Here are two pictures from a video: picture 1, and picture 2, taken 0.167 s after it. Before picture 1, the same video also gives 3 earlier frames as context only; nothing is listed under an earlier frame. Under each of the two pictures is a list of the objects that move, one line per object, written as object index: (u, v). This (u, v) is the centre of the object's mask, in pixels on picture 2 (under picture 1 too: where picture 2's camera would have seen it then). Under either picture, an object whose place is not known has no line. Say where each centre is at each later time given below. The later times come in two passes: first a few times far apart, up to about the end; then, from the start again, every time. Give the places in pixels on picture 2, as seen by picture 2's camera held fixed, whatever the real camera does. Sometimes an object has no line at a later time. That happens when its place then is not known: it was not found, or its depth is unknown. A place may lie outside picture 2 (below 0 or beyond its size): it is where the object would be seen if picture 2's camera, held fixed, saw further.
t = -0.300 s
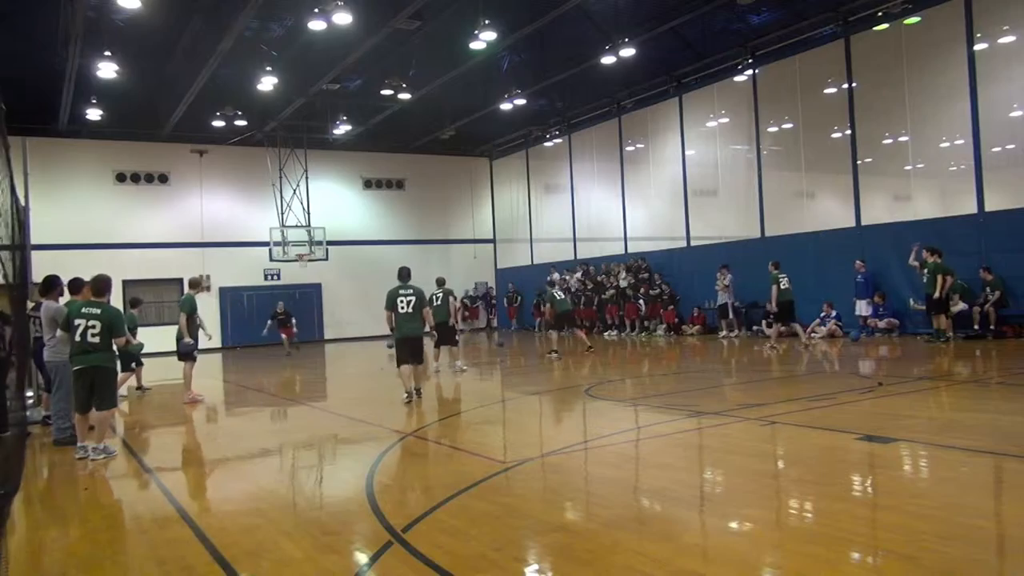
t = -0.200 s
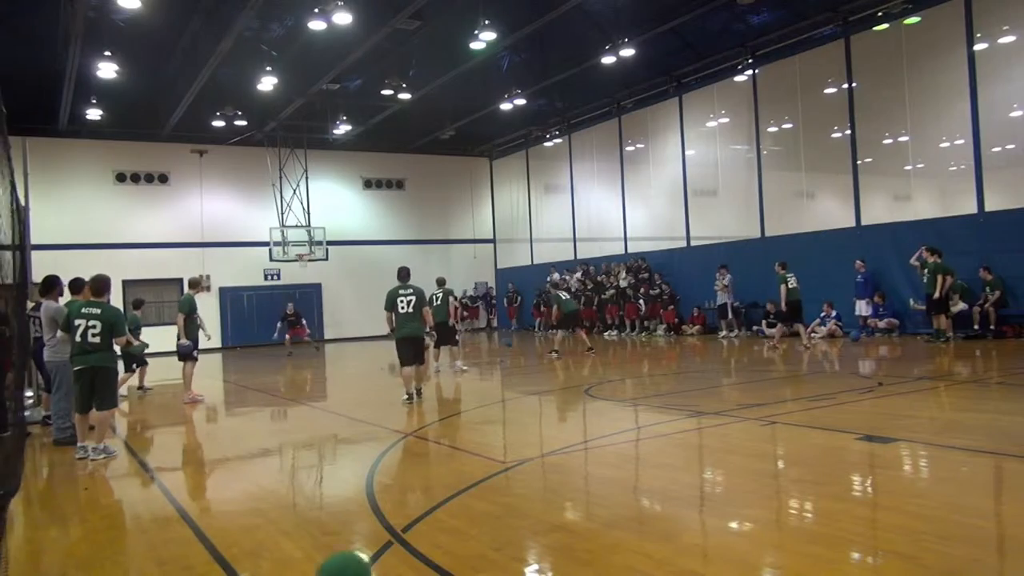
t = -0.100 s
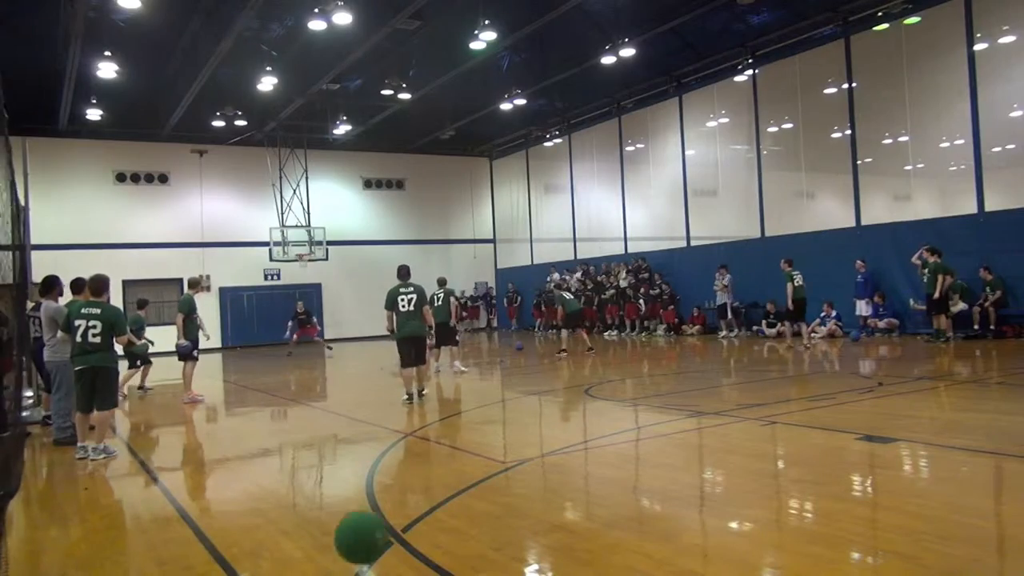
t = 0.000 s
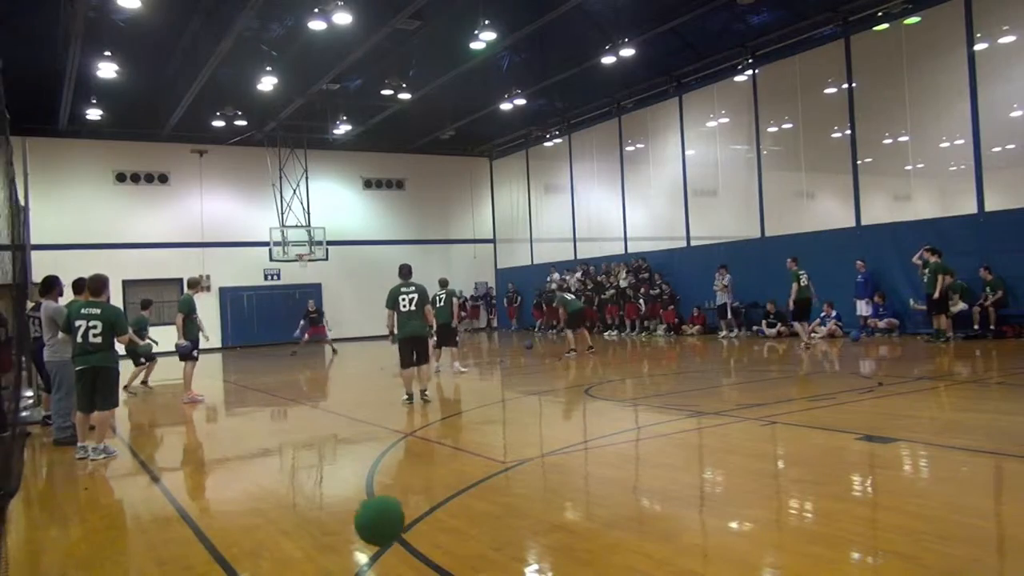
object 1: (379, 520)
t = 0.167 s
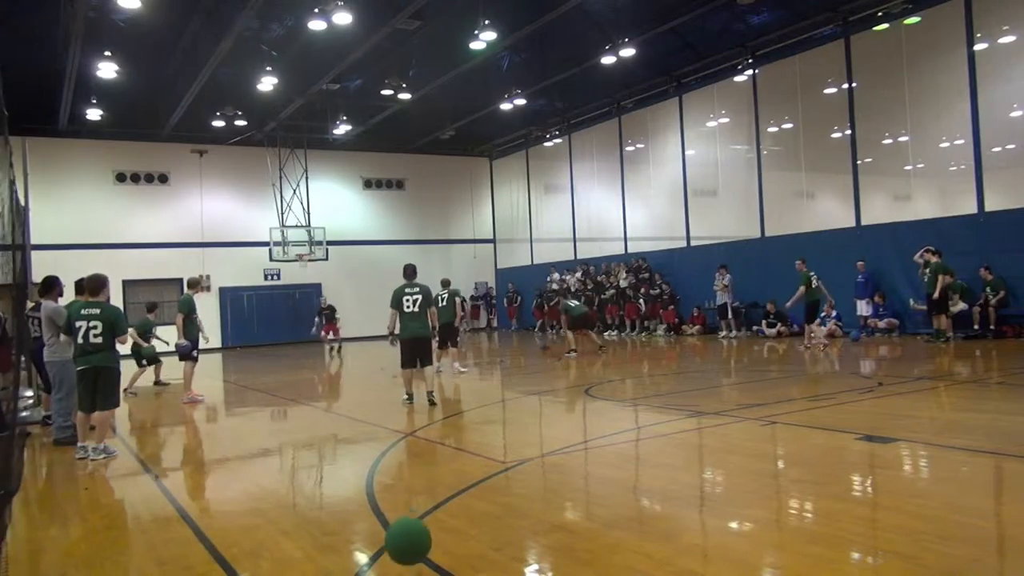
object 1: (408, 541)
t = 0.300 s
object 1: (425, 521)
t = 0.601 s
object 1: (456, 504)
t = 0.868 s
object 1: (474, 469)
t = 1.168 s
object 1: (490, 460)
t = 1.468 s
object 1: (504, 452)
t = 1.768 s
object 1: (516, 442)
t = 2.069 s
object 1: (528, 434)
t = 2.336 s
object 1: (537, 432)
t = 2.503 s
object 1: (542, 427)
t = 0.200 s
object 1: (413, 552)
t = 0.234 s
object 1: (418, 550)
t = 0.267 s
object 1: (421, 534)
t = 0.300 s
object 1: (425, 521)
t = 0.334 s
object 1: (429, 511)
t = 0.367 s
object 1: (431, 503)
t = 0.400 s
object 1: (435, 497)
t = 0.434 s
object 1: (439, 493)
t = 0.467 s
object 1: (442, 491)
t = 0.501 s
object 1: (445, 492)
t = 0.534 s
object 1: (449, 494)
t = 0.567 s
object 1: (452, 498)
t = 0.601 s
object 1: (456, 504)
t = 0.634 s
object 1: (459, 511)
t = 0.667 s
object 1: (462, 505)
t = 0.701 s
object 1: (463, 494)
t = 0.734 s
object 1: (465, 485)
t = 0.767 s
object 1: (467, 478)
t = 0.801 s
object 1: (470, 473)
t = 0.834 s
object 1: (471, 470)
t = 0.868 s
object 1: (474, 469)
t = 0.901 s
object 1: (476, 469)
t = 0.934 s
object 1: (478, 471)
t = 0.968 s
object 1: (481, 474)
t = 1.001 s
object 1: (483, 479)
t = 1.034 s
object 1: (485, 486)
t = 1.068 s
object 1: (486, 479)
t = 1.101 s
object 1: (487, 470)
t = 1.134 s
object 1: (489, 464)
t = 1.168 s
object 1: (490, 460)
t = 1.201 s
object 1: (492, 457)
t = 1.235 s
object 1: (494, 457)
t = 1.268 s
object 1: (495, 456)
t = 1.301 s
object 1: (497, 458)
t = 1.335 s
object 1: (498, 462)
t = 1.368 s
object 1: (500, 467)
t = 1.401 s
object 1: (502, 464)
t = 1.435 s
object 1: (503, 457)
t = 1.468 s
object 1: (504, 452)
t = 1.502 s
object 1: (505, 448)
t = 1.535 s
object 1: (506, 446)
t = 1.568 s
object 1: (508, 446)
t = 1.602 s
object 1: (509, 447)
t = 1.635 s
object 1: (511, 449)
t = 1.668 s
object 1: (512, 453)
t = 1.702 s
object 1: (514, 452)
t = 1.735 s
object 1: (515, 446)
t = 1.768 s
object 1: (516, 442)
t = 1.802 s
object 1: (517, 440)
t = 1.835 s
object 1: (519, 439)
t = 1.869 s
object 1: (520, 440)
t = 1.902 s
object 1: (522, 441)
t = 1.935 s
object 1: (523, 445)
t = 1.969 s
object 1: (524, 441)
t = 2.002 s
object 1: (525, 437)
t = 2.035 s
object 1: (527, 435)
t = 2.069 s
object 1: (528, 434)
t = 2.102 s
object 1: (529, 434)
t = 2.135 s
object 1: (530, 436)
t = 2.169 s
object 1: (531, 437)
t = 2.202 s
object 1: (532, 433)
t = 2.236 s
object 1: (533, 431)
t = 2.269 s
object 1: (534, 430)
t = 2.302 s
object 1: (536, 430)
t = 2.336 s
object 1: (537, 432)
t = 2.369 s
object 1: (538, 430)
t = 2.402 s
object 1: (539, 427)
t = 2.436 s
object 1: (540, 426)
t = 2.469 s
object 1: (541, 426)
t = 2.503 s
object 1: (542, 427)
